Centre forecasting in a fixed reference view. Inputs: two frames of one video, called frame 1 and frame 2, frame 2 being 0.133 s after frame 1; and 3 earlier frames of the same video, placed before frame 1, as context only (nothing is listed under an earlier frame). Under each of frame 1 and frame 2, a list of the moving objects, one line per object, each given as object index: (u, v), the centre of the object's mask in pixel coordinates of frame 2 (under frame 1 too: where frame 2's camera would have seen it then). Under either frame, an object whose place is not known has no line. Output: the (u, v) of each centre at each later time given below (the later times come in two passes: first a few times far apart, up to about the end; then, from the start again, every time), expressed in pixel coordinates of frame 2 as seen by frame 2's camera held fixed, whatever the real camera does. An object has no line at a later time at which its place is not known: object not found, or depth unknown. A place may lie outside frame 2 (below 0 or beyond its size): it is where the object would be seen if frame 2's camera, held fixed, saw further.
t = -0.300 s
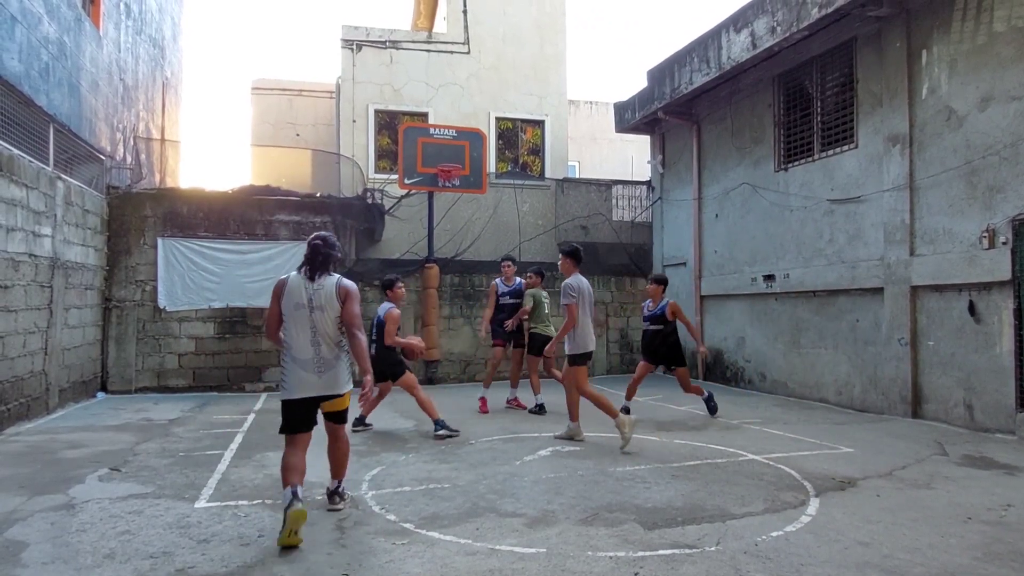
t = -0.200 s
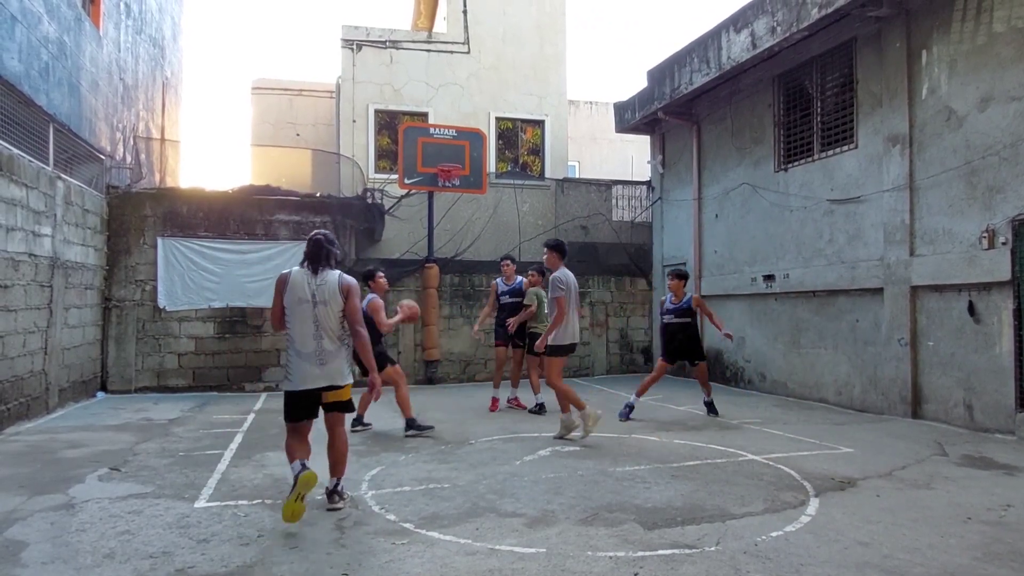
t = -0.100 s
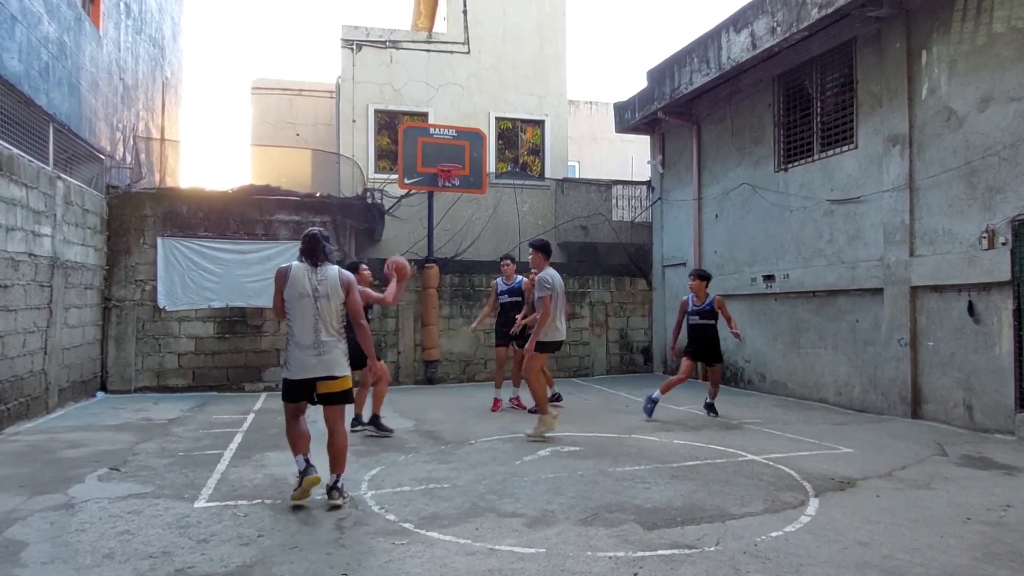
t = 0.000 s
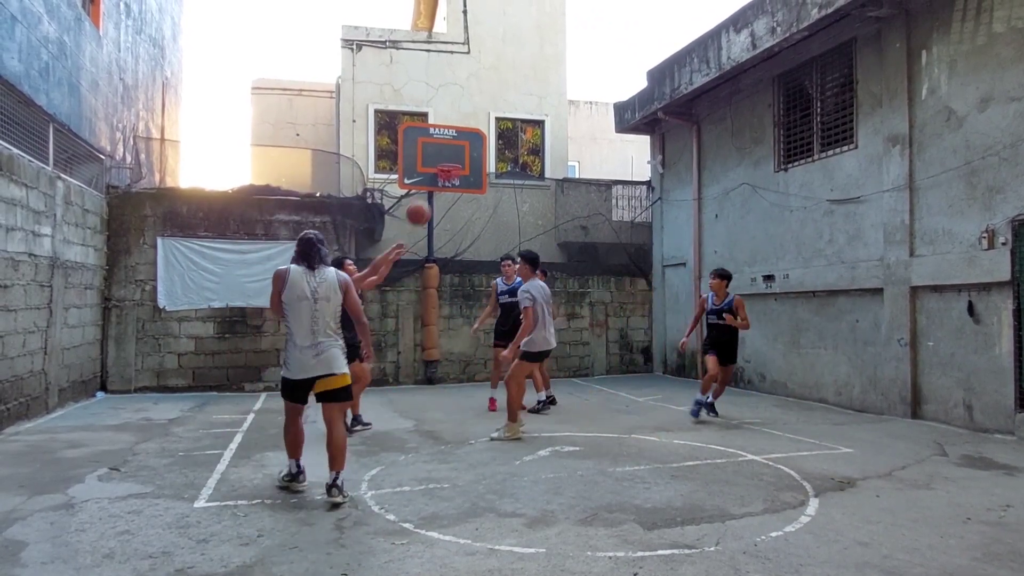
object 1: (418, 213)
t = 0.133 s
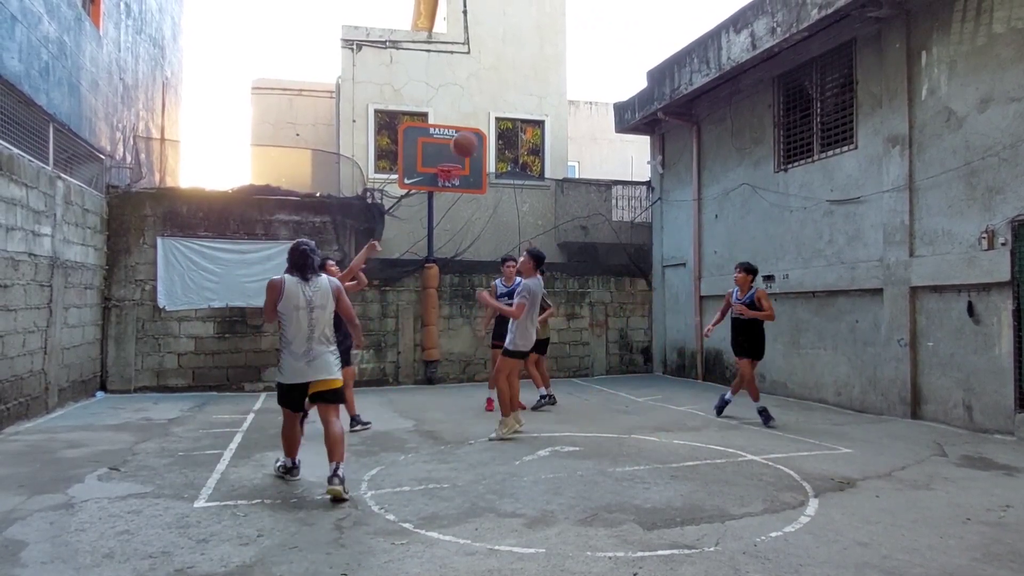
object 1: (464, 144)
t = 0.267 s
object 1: (514, 92)
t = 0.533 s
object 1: (620, 36)
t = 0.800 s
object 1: (742, 60)
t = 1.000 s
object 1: (844, 137)
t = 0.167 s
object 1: (477, 130)
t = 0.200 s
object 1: (489, 116)
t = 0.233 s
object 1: (501, 103)
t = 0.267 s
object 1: (514, 92)
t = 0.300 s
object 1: (527, 81)
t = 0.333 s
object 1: (539, 71)
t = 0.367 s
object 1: (552, 63)
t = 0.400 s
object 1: (565, 55)
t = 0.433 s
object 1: (579, 48)
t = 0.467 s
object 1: (592, 43)
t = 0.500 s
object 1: (606, 39)
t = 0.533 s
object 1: (620, 36)
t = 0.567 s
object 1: (635, 35)
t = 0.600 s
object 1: (649, 34)
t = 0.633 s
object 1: (664, 35)
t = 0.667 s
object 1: (679, 38)
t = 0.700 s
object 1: (695, 41)
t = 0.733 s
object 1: (710, 46)
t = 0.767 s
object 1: (725, 51)
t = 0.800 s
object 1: (742, 60)
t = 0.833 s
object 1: (758, 69)
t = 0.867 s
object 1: (774, 78)
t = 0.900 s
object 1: (792, 91)
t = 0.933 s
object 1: (809, 105)
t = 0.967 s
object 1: (826, 120)
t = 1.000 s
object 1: (844, 137)
